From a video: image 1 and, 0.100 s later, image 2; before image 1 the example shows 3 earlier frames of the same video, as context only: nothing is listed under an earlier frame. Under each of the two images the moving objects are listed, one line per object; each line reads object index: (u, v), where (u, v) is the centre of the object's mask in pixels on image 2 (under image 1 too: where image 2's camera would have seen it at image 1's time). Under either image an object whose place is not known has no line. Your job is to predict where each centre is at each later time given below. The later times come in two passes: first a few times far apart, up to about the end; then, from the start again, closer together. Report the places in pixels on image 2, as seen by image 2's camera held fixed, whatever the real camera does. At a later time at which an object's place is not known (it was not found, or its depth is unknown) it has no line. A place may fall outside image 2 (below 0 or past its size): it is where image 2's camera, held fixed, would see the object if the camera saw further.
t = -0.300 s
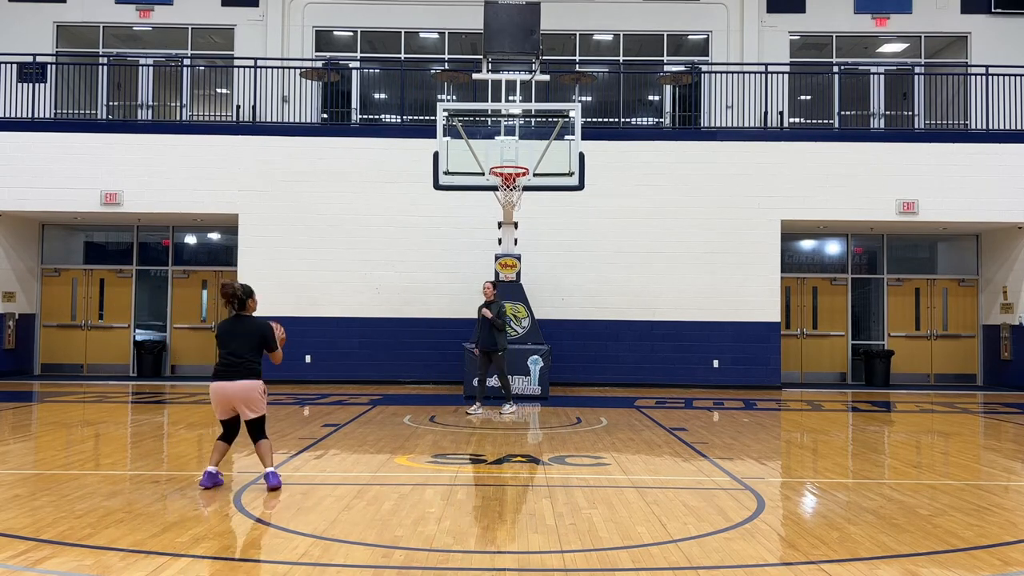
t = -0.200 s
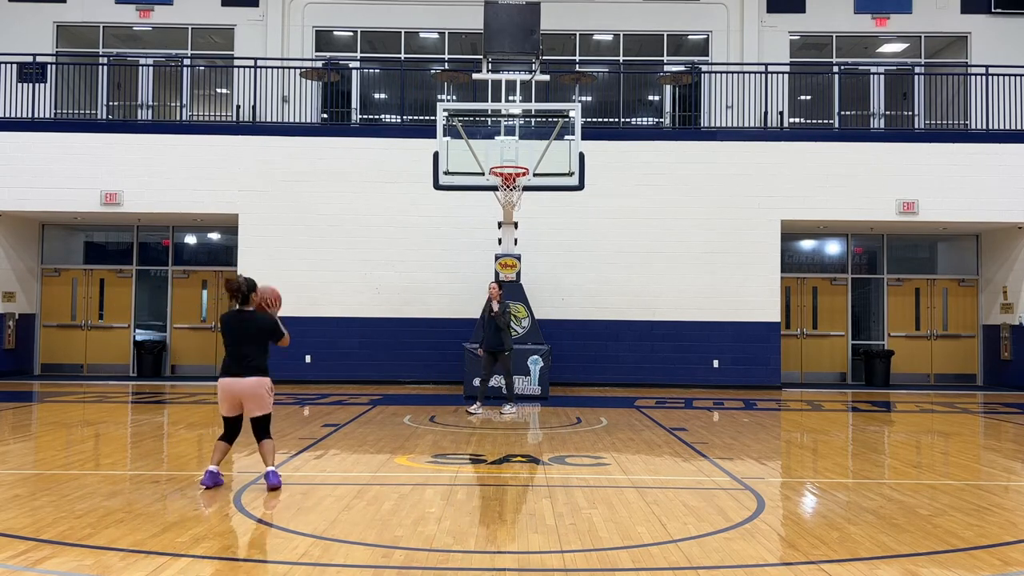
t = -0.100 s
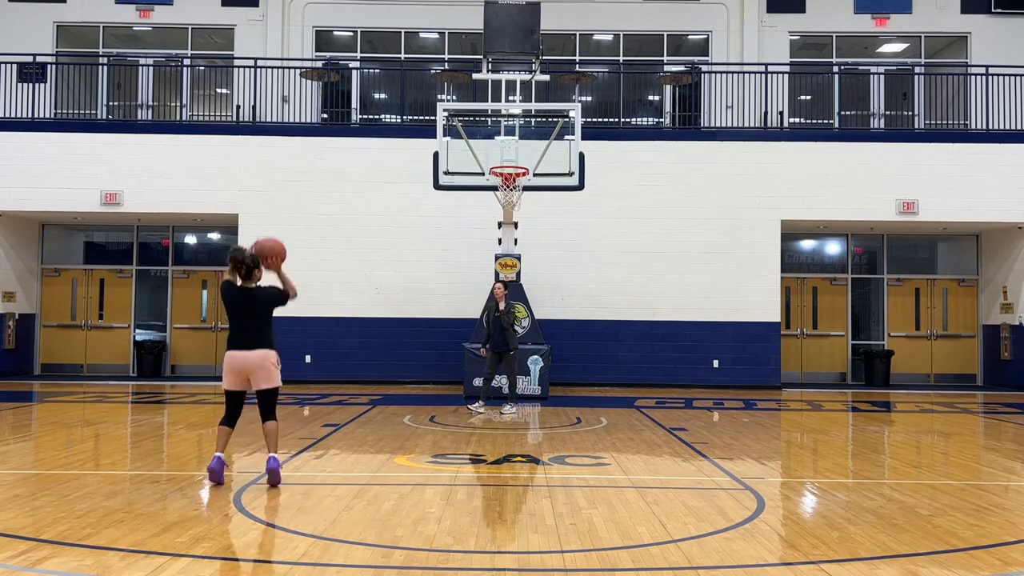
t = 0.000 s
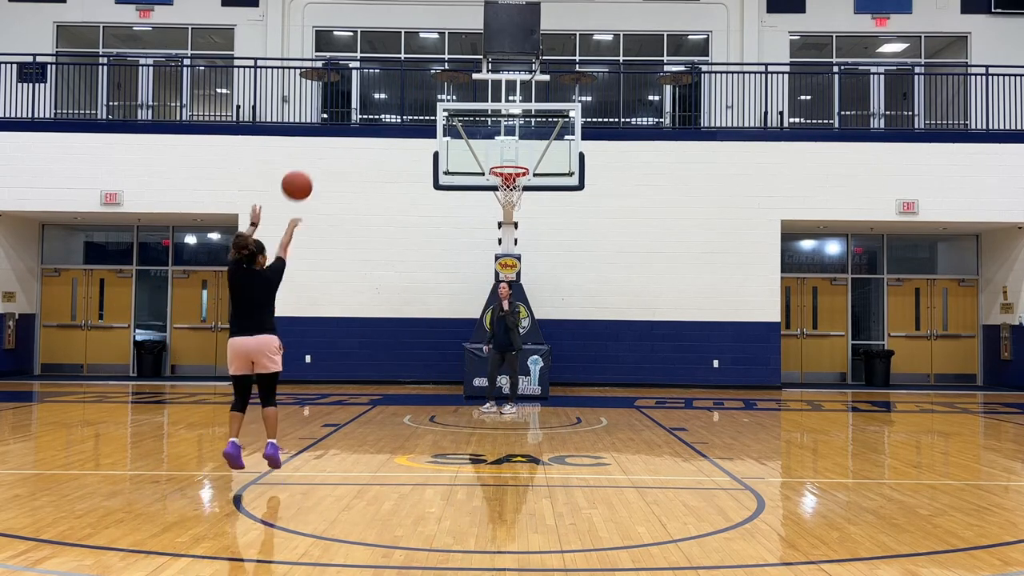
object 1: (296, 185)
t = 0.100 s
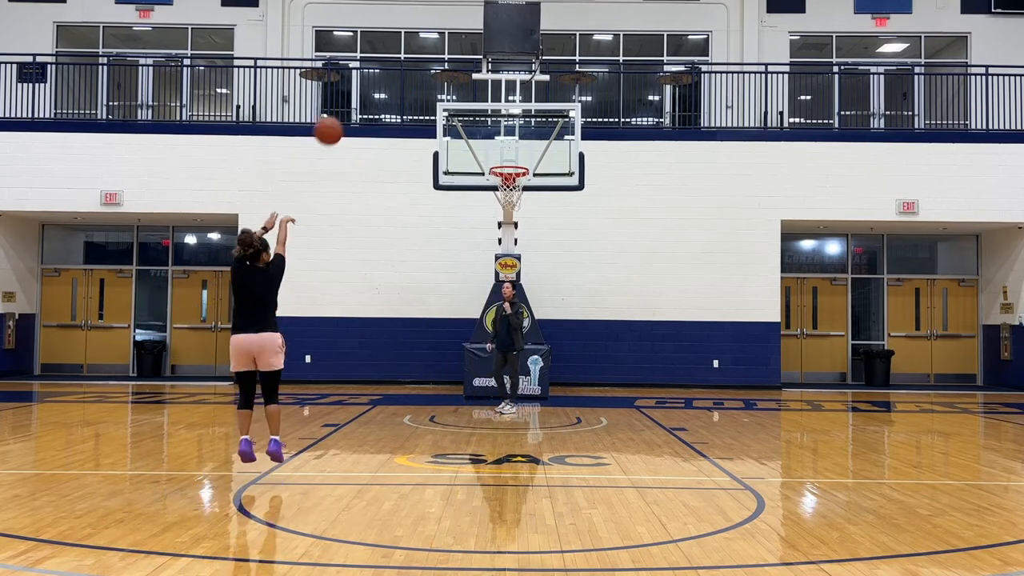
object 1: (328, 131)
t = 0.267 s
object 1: (373, 74)
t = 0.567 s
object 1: (436, 56)
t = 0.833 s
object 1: (479, 107)
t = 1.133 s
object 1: (515, 164)
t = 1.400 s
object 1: (510, 139)
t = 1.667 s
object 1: (504, 167)
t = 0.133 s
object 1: (338, 116)
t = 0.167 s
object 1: (347, 103)
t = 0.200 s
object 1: (356, 92)
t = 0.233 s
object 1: (364, 82)
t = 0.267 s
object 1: (373, 74)
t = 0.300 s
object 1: (381, 67)
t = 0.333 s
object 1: (388, 61)
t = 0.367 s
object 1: (395, 58)
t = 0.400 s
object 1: (403, 54)
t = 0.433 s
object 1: (410, 53)
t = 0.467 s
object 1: (417, 52)
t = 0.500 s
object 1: (424, 52)
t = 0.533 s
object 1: (430, 54)
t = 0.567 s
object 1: (436, 56)
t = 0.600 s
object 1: (442, 60)
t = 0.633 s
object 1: (448, 64)
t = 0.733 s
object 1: (464, 82)
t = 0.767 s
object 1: (470, 90)
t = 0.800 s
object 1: (474, 98)
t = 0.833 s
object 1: (479, 107)
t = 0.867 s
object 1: (484, 117)
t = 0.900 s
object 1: (489, 128)
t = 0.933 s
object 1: (492, 139)
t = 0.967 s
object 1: (497, 150)
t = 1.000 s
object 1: (500, 158)
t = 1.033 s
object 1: (505, 159)
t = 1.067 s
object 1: (509, 161)
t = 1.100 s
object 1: (512, 163)
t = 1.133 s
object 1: (515, 164)
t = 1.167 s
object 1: (514, 158)
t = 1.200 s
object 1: (514, 153)
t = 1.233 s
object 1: (513, 149)
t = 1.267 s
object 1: (512, 145)
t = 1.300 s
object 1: (512, 142)
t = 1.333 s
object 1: (511, 140)
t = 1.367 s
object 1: (510, 139)
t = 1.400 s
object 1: (510, 139)
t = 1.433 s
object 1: (509, 140)
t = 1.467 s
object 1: (508, 141)
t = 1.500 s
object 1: (507, 143)
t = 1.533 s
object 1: (506, 147)
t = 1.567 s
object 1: (505, 151)
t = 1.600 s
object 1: (505, 156)
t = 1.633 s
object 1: (504, 161)
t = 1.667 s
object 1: (504, 167)
